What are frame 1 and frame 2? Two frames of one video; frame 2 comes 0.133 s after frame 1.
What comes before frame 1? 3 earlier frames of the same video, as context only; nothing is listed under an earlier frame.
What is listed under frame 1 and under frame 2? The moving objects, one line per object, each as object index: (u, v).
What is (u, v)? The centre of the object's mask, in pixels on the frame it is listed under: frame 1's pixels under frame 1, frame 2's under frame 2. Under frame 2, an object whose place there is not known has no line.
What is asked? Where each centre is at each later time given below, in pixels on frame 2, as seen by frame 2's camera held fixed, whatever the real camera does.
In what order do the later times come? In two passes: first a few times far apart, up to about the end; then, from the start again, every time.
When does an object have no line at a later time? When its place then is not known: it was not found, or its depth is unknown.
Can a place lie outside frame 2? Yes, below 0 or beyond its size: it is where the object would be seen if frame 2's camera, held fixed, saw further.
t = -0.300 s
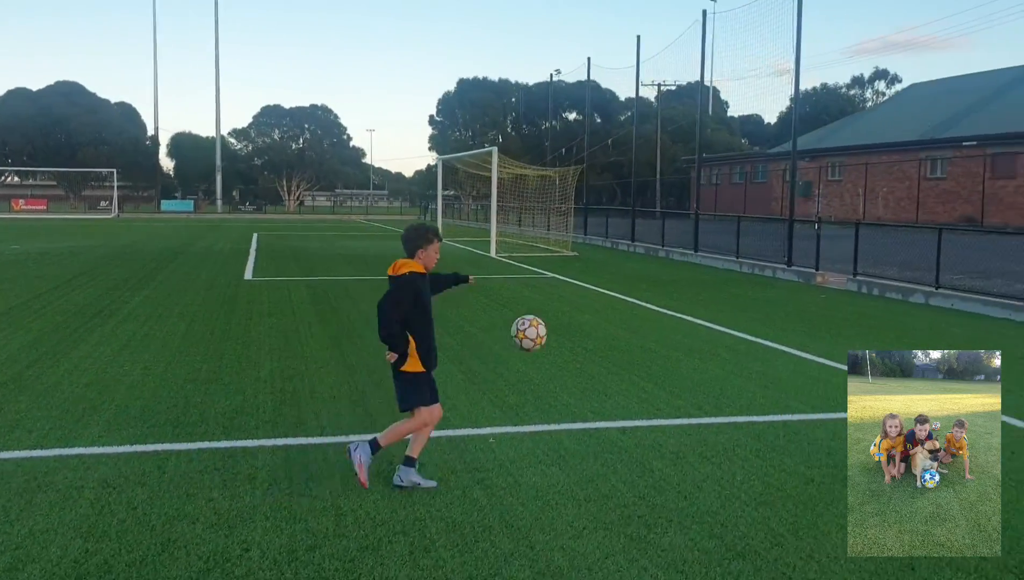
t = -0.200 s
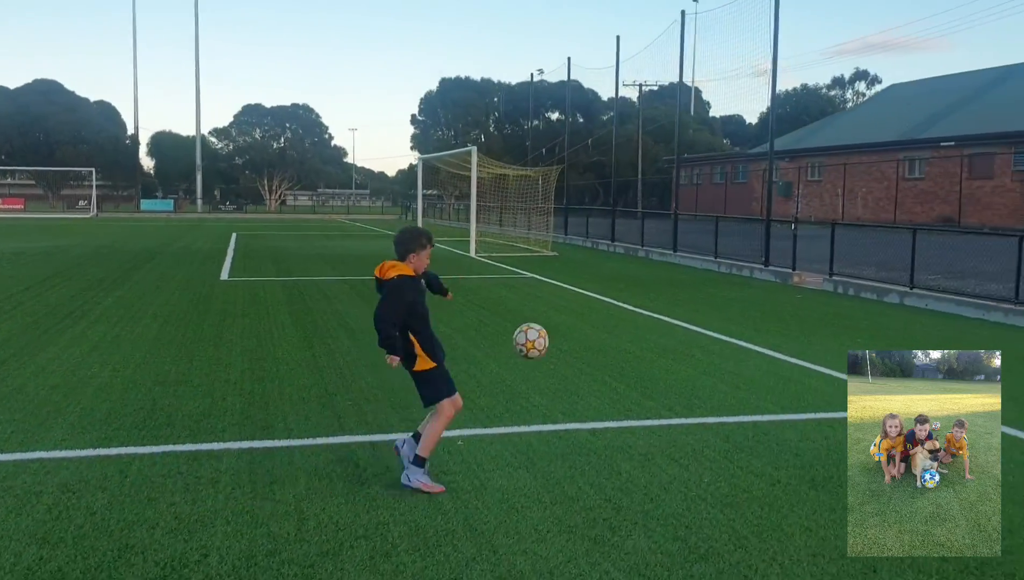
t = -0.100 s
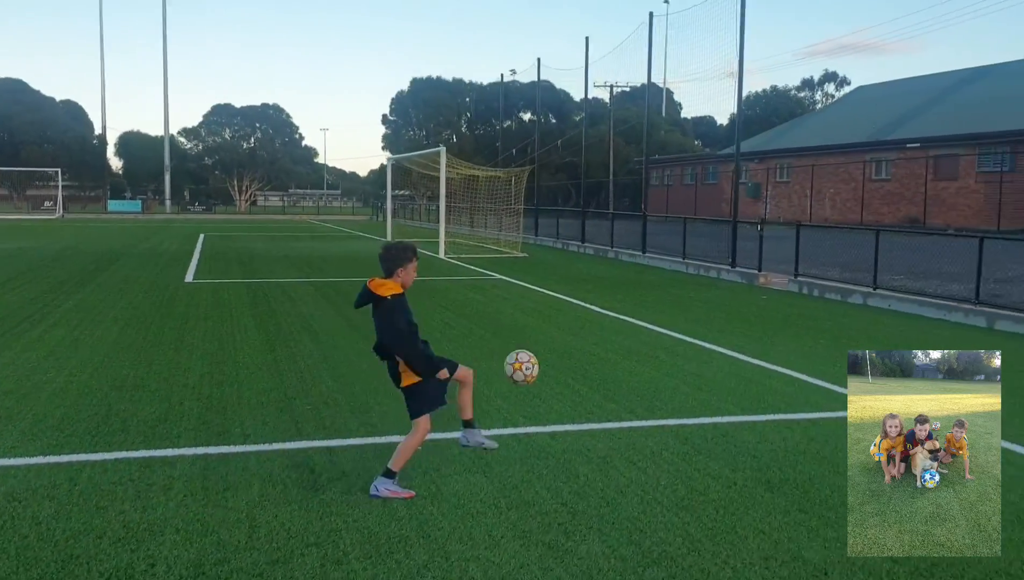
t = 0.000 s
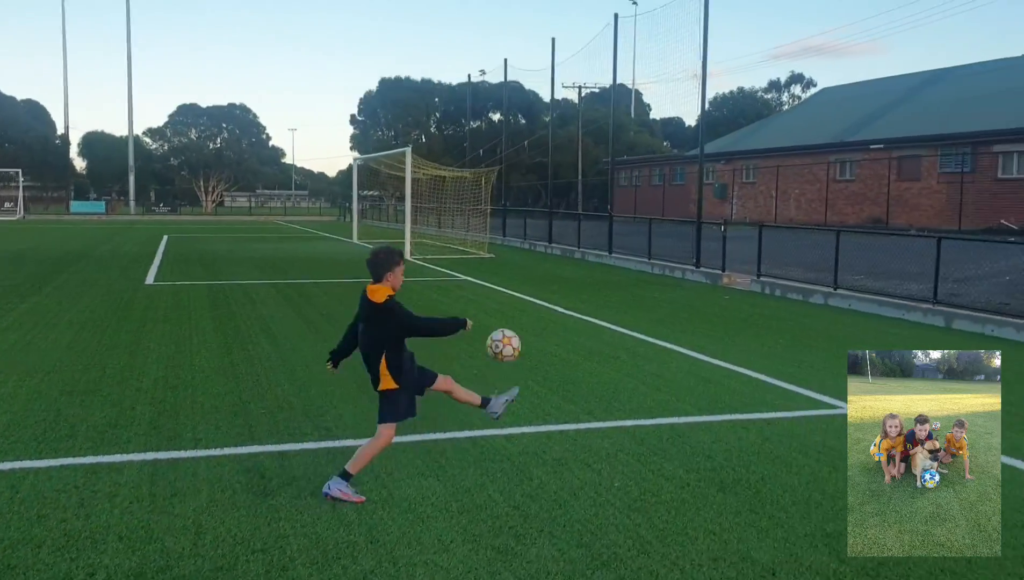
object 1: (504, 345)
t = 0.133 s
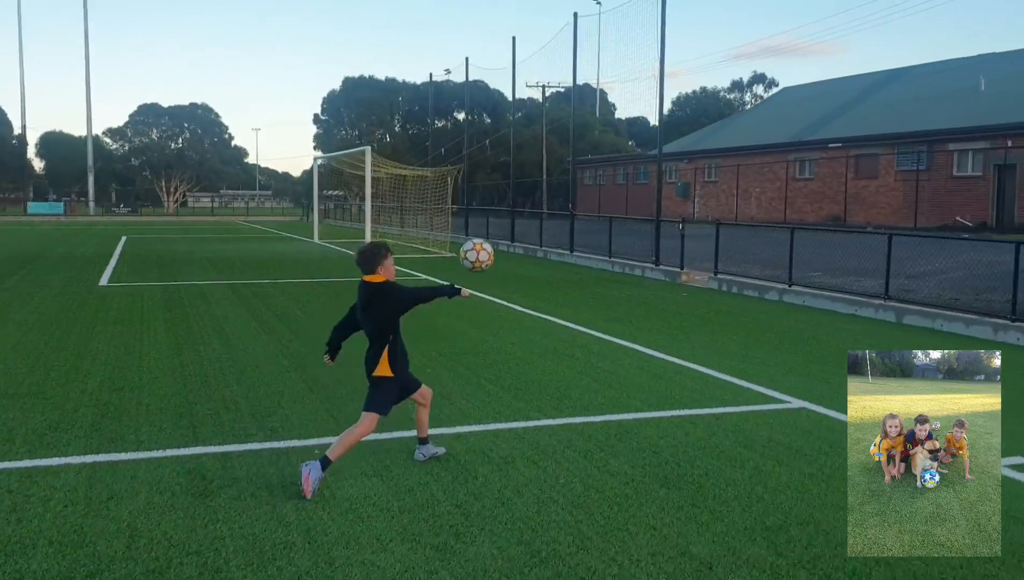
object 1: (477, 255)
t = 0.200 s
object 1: (480, 222)
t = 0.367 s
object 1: (488, 170)
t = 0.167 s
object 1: (479, 237)
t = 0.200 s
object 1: (480, 222)
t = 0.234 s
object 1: (482, 207)
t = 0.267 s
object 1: (484, 195)
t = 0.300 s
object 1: (485, 185)
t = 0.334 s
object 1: (487, 176)
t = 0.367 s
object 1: (488, 170)
